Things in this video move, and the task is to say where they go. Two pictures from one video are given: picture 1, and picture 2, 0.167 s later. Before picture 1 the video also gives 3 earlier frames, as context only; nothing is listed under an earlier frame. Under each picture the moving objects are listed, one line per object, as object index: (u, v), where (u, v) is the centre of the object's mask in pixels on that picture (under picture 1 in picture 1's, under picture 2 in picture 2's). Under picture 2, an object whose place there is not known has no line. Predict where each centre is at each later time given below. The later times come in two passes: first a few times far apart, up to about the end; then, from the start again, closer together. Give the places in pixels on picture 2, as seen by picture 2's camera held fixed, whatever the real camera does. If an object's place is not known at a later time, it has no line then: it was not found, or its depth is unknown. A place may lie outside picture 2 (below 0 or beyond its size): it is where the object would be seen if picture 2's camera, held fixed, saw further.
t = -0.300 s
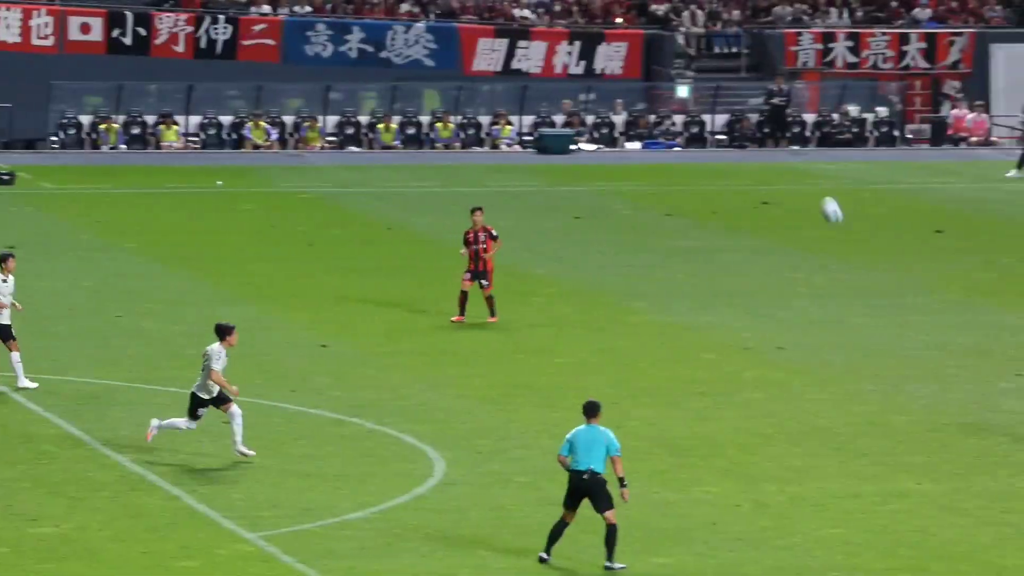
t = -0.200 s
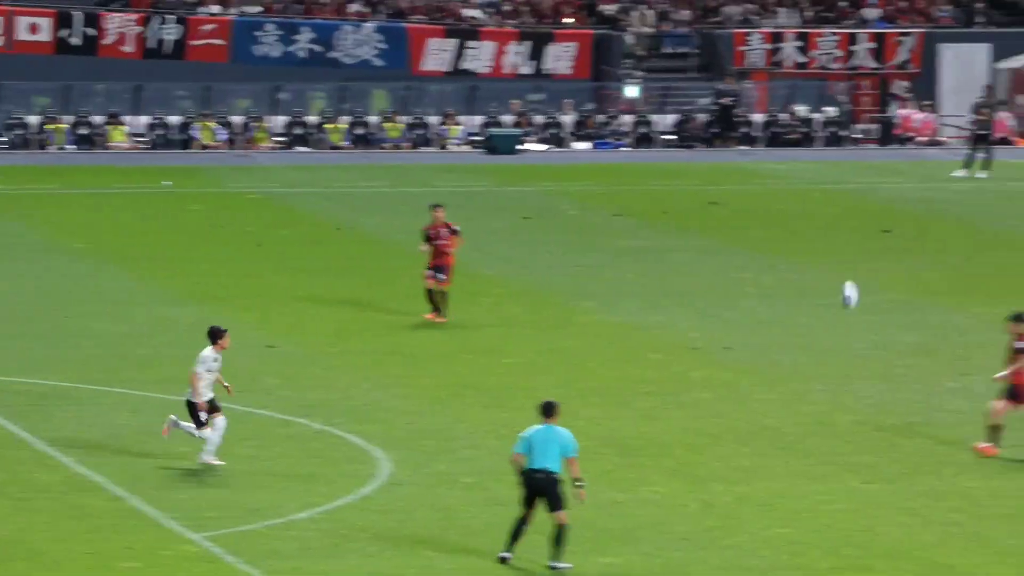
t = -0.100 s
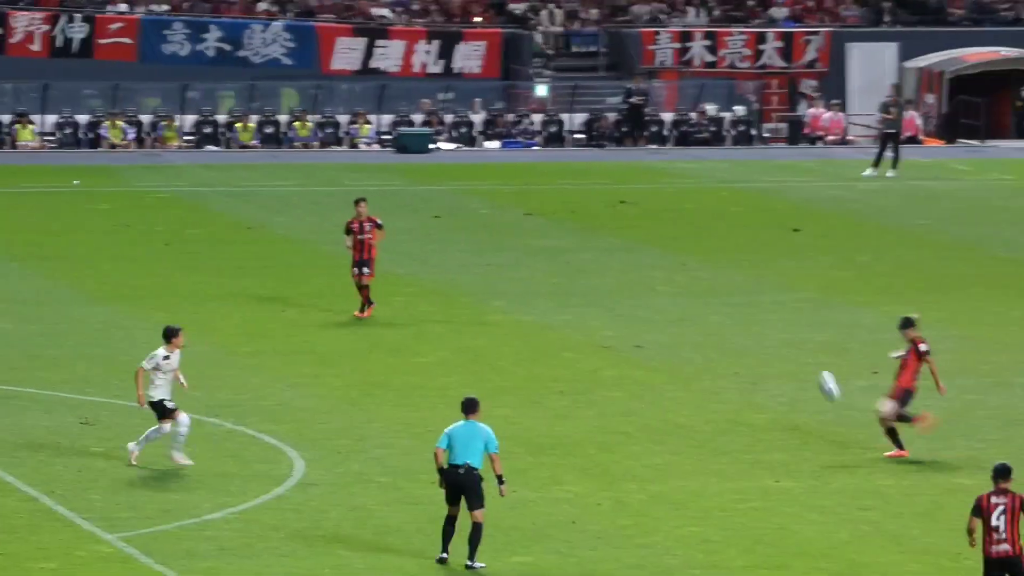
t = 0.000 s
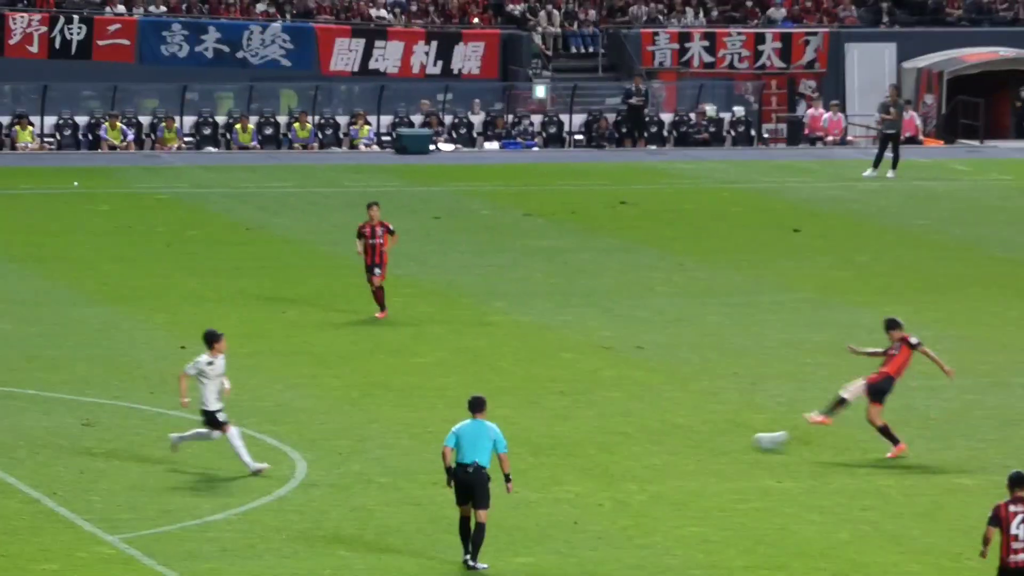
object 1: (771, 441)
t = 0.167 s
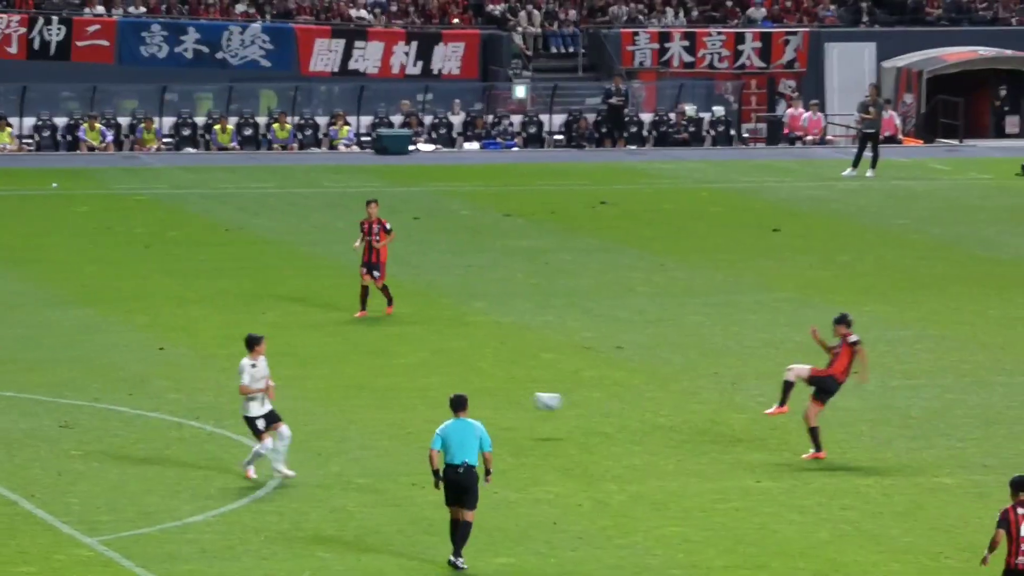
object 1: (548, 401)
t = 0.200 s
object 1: (511, 397)
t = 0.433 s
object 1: (270, 400)
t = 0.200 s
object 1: (511, 397)
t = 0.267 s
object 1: (439, 391)
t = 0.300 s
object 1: (403, 391)
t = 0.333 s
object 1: (369, 391)
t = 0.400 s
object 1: (298, 396)
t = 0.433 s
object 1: (270, 400)
